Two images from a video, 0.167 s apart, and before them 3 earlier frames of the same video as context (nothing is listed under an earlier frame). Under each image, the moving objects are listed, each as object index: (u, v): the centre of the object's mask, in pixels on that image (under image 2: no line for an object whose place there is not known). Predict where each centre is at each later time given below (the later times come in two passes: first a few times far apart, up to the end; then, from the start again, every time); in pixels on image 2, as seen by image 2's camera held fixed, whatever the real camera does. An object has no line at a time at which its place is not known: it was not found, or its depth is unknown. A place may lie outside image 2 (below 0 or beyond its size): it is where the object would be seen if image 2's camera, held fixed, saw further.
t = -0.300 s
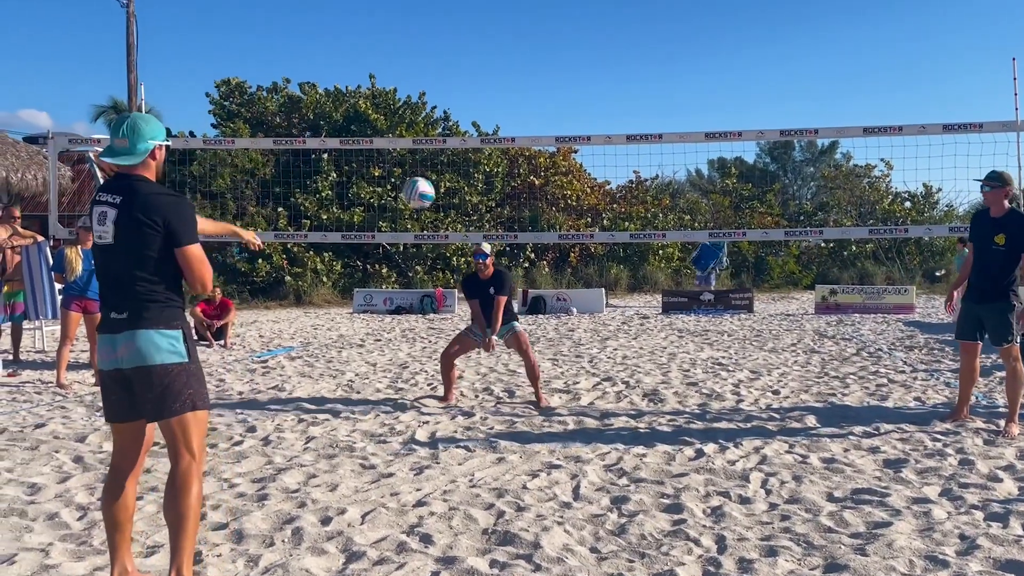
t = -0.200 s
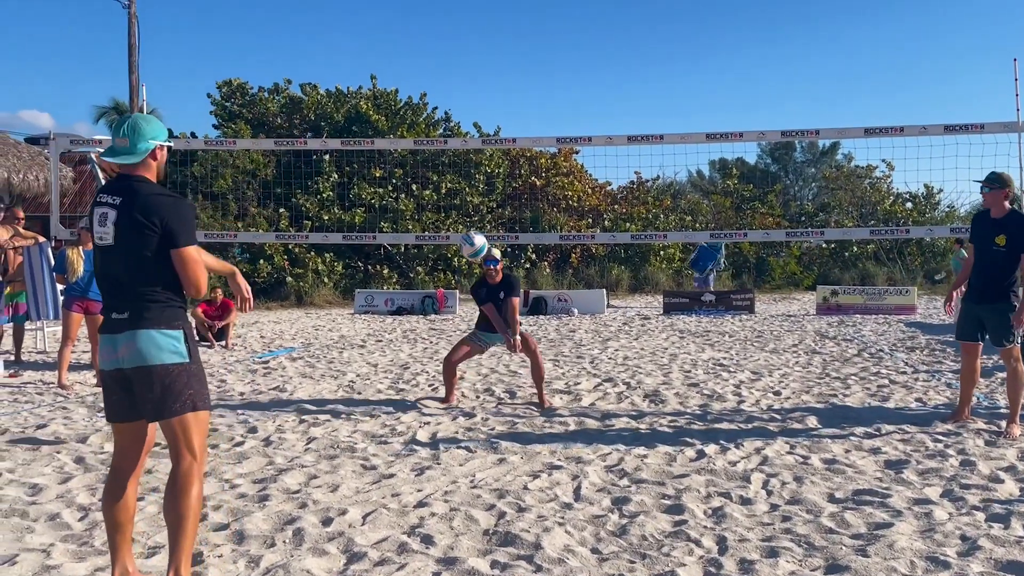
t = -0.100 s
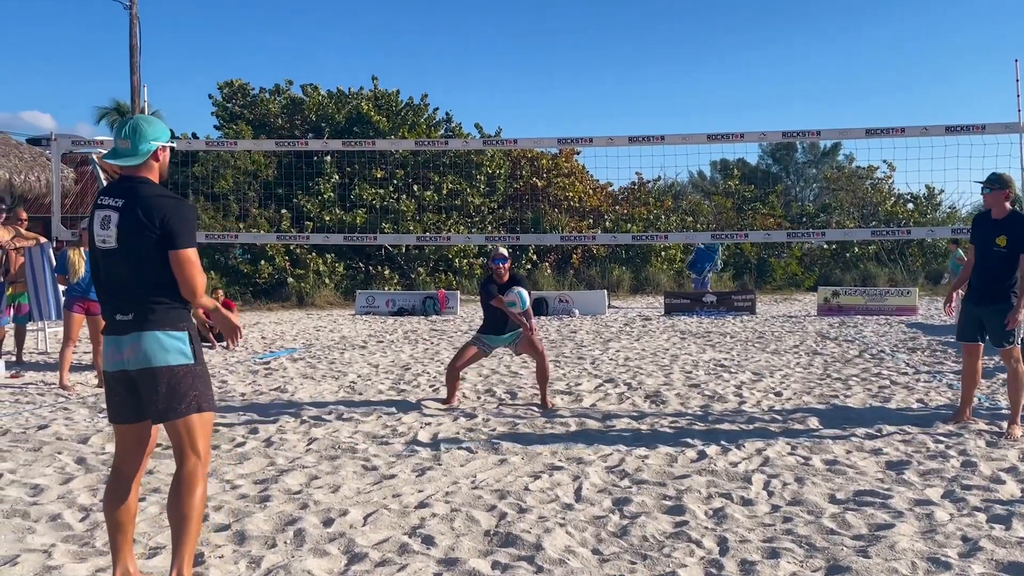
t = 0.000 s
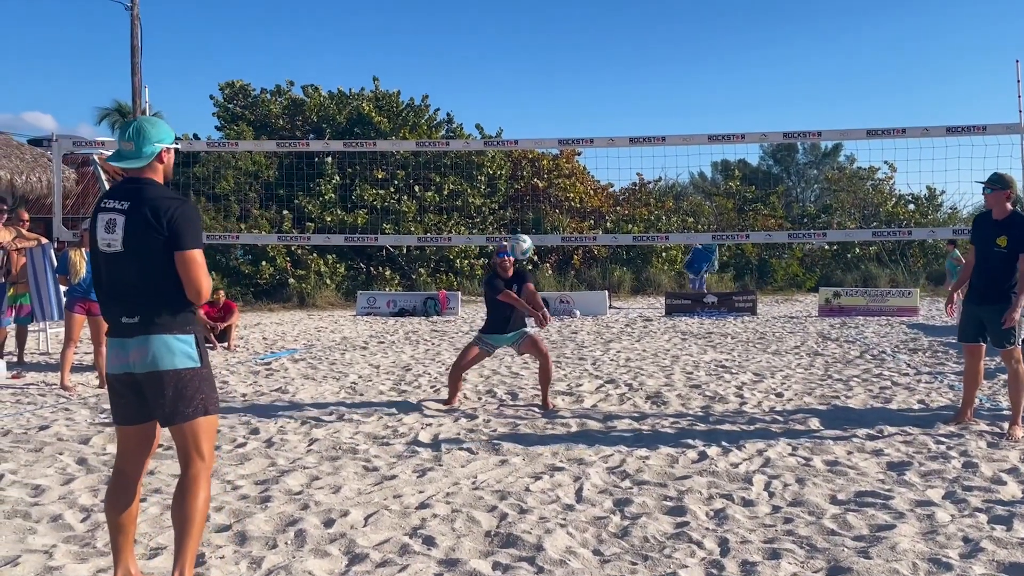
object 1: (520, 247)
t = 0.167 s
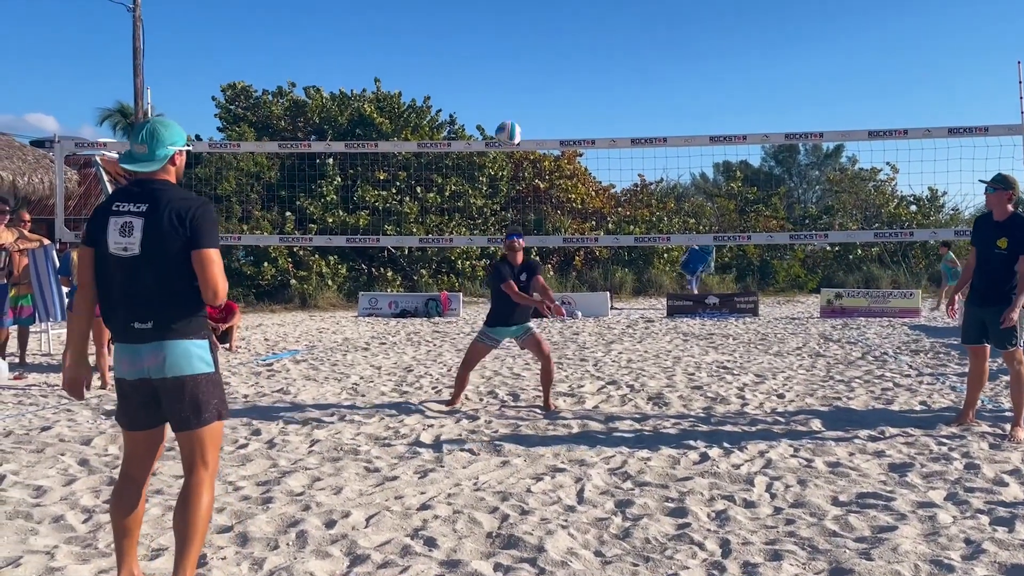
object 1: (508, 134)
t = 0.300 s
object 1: (498, 65)
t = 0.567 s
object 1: (476, 0)
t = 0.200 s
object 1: (505, 115)
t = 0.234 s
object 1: (502, 97)
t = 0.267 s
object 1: (500, 81)
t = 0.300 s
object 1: (498, 65)
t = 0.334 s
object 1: (495, 51)
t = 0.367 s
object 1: (492, 39)
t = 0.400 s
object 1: (489, 28)
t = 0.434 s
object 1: (487, 18)
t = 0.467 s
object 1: (484, 10)
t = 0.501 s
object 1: (482, 6)
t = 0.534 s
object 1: (479, 3)
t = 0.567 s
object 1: (476, 0)
